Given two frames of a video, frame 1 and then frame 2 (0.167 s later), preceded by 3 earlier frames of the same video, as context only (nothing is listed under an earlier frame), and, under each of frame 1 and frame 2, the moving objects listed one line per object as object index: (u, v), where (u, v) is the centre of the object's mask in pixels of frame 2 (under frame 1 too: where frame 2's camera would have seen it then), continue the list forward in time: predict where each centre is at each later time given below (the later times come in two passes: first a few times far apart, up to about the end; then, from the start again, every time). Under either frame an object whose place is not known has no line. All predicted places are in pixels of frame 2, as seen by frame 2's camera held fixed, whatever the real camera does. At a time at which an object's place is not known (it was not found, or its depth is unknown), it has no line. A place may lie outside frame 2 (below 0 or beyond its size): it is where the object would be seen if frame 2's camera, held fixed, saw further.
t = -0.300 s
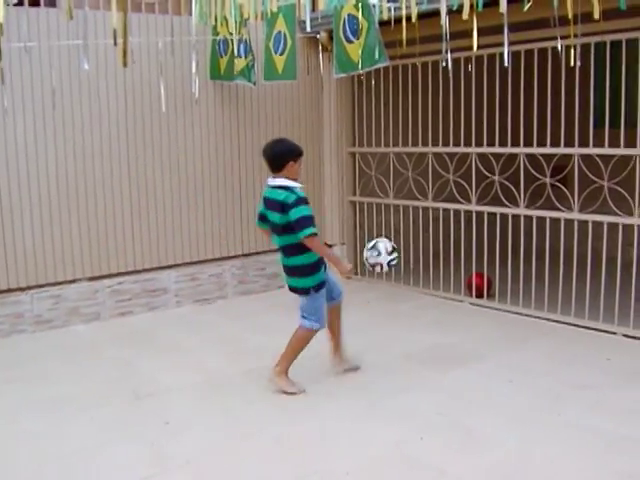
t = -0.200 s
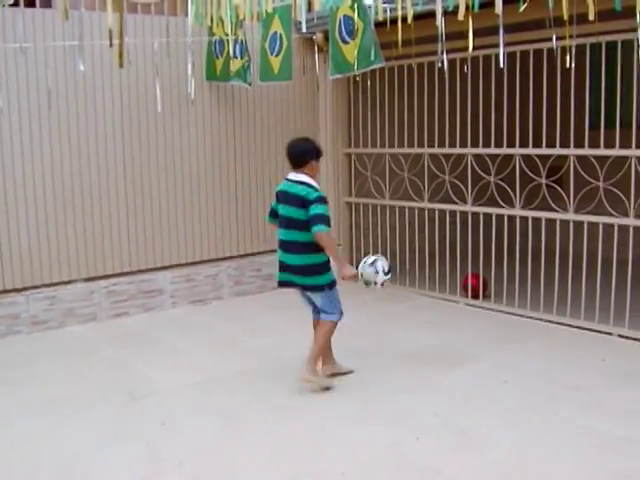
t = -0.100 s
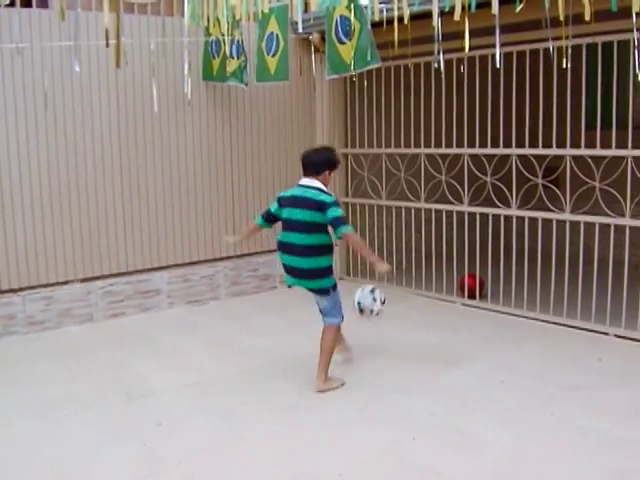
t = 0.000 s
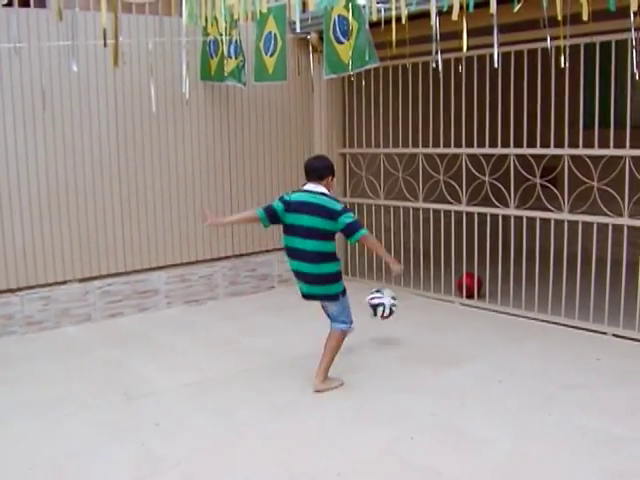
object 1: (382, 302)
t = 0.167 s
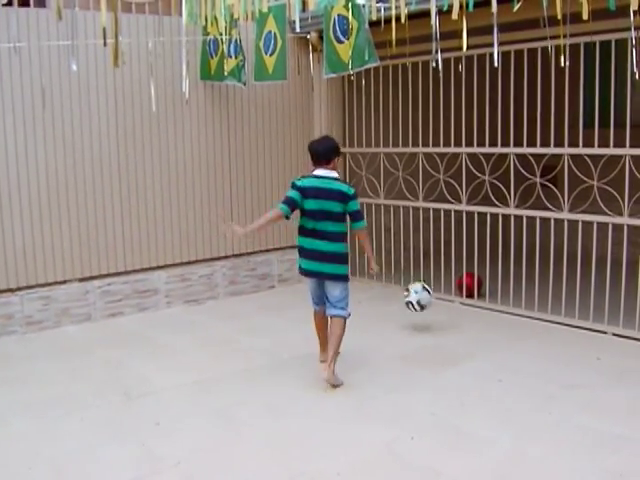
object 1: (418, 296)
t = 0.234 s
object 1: (432, 305)
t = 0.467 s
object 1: (474, 290)
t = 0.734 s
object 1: (510, 292)
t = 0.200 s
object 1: (425, 299)
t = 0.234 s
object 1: (432, 305)
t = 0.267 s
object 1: (439, 310)
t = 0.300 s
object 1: (445, 305)
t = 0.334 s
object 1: (451, 299)
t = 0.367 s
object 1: (457, 295)
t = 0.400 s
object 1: (463, 292)
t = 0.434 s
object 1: (469, 290)
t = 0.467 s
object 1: (474, 290)
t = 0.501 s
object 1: (480, 292)
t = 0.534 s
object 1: (486, 294)
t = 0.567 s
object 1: (492, 298)
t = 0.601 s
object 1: (497, 304)
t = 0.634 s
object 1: (502, 303)
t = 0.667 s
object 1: (509, 297)
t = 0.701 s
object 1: (512, 295)
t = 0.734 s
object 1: (510, 292)
